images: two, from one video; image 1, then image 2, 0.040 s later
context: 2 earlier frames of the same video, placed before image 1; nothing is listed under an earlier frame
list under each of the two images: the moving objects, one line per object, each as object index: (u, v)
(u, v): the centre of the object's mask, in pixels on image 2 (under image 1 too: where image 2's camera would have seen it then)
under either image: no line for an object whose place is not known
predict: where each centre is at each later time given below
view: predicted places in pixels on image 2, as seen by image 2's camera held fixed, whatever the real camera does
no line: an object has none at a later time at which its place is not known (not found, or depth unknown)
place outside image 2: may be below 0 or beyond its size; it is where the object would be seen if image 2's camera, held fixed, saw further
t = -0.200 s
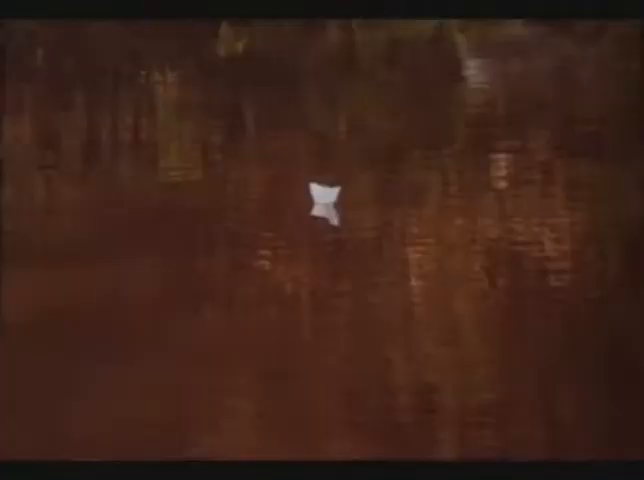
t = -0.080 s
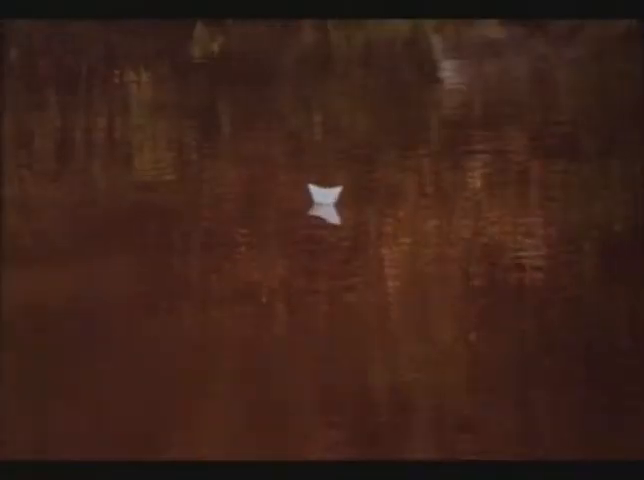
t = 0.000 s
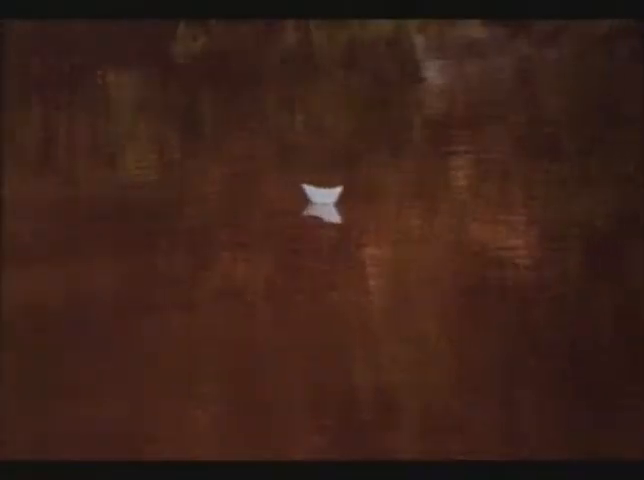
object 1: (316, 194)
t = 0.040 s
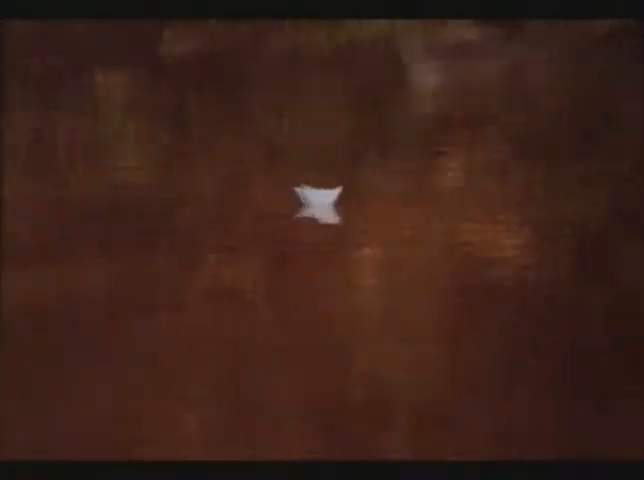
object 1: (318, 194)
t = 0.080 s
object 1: (319, 196)
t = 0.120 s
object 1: (326, 197)
